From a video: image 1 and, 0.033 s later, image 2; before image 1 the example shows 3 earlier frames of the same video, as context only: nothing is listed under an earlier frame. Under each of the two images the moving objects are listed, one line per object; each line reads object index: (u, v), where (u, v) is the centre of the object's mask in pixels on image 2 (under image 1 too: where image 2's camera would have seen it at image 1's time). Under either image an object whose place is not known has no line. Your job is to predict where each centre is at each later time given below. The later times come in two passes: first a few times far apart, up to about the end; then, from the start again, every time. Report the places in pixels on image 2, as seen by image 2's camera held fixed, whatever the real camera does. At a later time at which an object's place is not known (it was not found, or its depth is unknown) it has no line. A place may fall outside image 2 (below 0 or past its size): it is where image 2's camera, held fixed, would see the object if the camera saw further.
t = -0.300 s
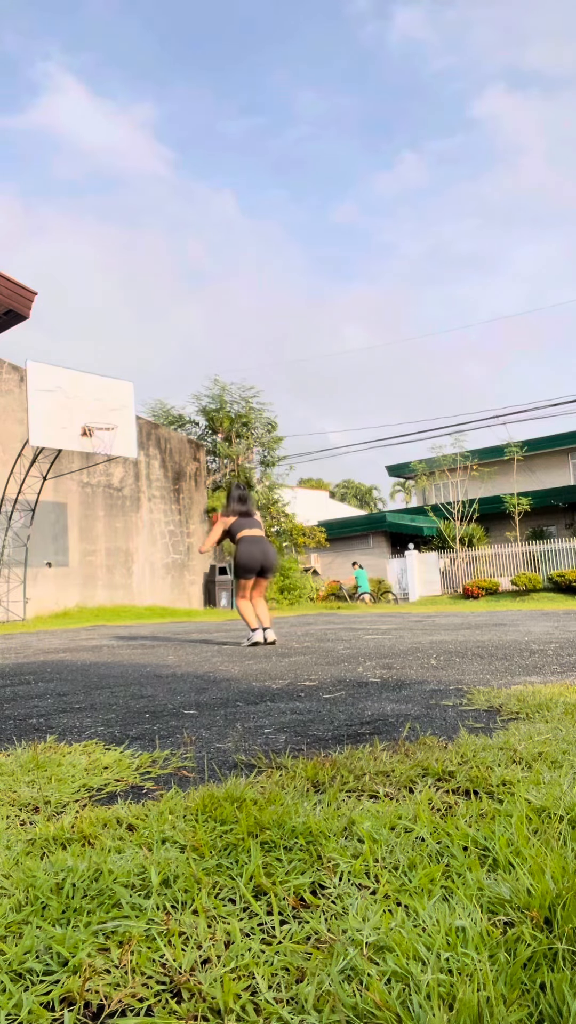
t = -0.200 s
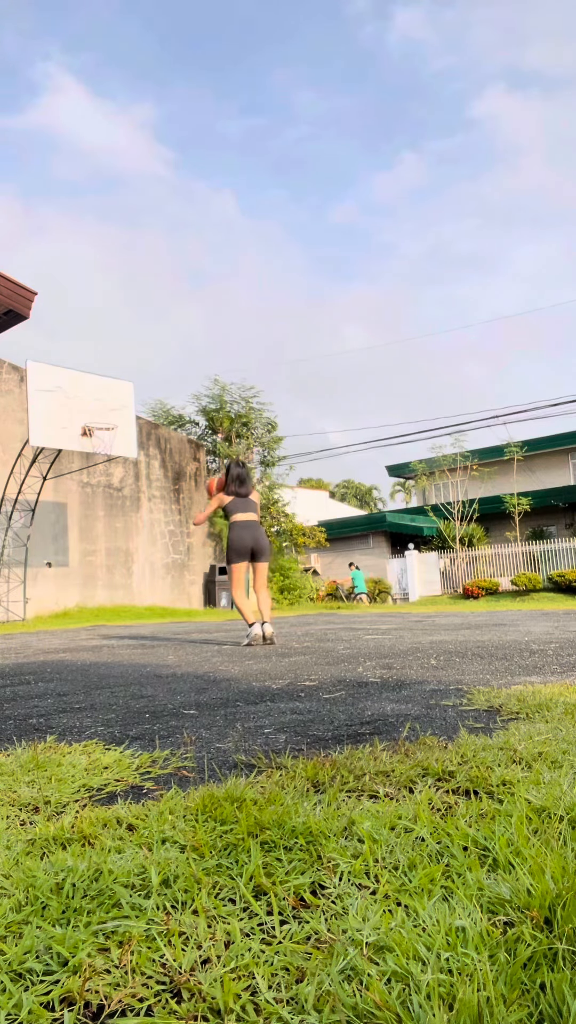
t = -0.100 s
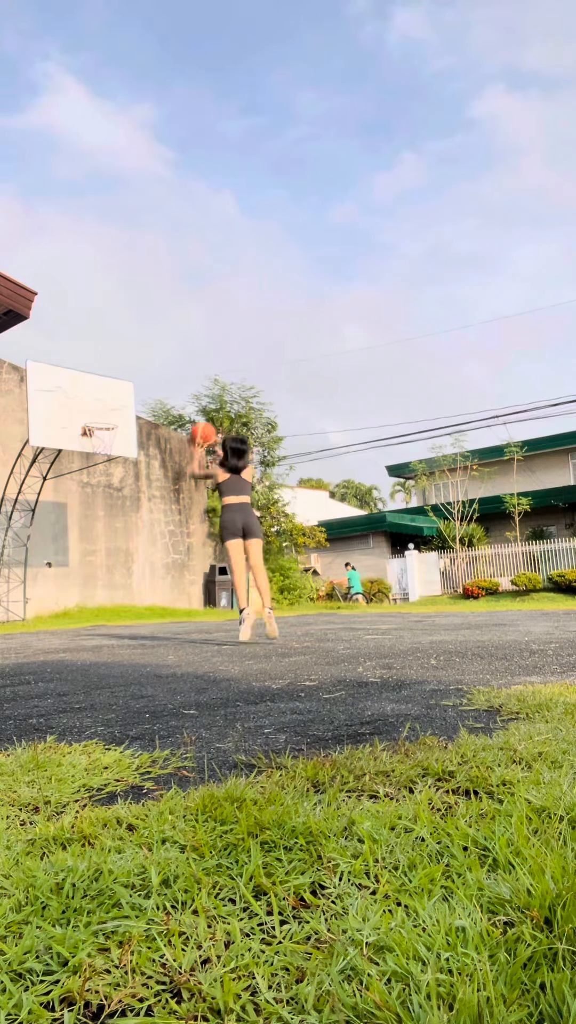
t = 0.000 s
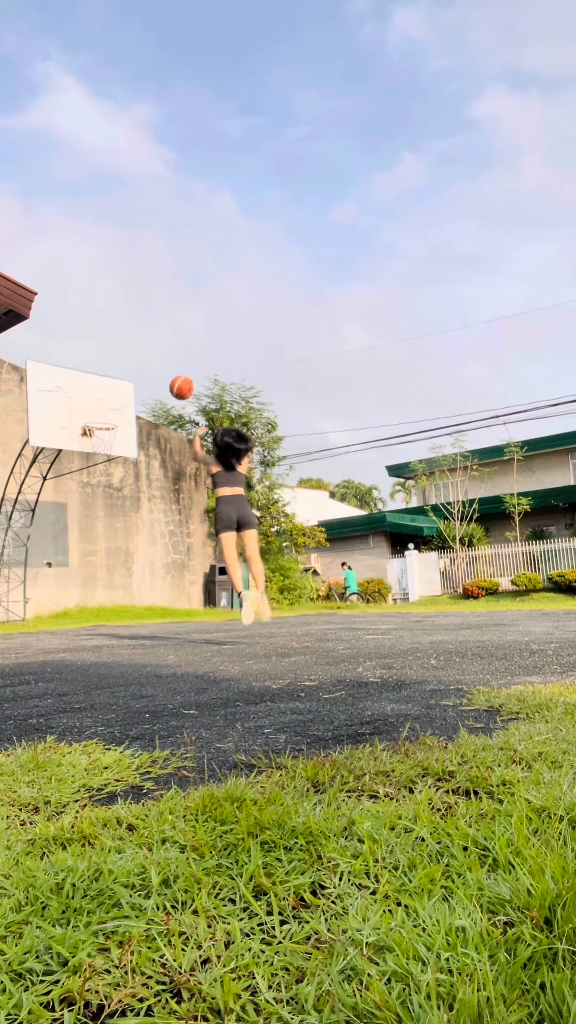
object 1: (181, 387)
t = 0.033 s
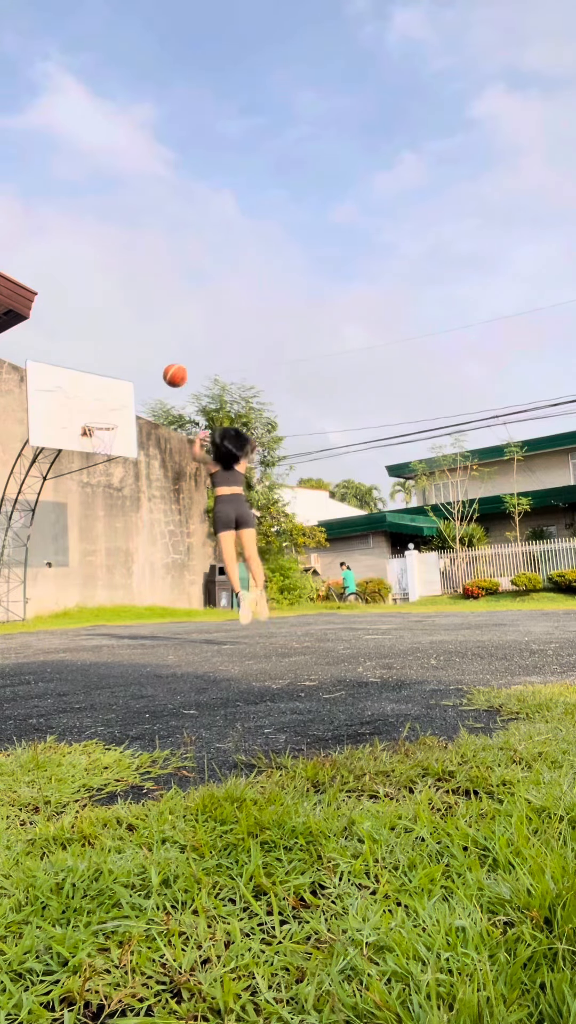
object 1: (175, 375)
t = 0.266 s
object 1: (137, 329)
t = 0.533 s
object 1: (107, 336)
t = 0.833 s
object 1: (81, 396)
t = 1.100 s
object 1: (106, 427)
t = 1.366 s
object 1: (89, 436)
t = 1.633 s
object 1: (101, 459)
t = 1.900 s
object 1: (117, 525)
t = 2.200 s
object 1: (134, 599)
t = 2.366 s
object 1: (138, 554)
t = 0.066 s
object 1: (169, 365)
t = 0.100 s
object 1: (163, 356)
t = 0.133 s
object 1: (157, 348)
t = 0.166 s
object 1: (152, 342)
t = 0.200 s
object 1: (147, 337)
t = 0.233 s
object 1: (142, 332)
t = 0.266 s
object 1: (137, 329)
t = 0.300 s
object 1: (133, 327)
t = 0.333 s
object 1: (129, 326)
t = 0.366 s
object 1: (125, 326)
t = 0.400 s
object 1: (121, 326)
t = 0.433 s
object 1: (117, 327)
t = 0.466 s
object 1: (114, 330)
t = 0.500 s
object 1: (110, 333)
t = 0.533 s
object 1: (107, 336)
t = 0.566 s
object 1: (104, 340)
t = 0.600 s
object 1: (101, 345)
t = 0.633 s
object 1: (98, 351)
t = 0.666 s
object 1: (95, 357)
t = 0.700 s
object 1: (92, 364)
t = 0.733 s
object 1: (89, 371)
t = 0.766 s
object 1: (86, 379)
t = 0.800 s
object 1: (84, 387)
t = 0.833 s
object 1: (81, 396)
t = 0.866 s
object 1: (79, 406)
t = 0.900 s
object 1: (80, 413)
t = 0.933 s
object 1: (88, 416)
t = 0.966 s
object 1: (95, 419)
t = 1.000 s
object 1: (102, 424)
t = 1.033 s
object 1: (105, 425)
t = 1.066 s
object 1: (109, 427)
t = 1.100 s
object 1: (106, 427)
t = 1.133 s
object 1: (102, 426)
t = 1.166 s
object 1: (98, 427)
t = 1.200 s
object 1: (96, 428)
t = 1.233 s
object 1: (93, 429)
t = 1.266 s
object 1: (90, 431)
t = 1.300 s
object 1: (89, 433)
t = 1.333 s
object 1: (89, 435)
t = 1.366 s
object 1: (89, 436)
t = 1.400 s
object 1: (89, 437)
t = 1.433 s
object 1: (90, 438)
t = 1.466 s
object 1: (92, 442)
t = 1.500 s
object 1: (94, 444)
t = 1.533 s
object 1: (95, 446)
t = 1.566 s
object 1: (97, 451)
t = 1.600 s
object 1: (99, 455)
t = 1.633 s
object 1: (101, 459)
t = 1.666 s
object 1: (103, 465)
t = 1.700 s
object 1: (105, 471)
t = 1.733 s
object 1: (108, 478)
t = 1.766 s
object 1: (110, 486)
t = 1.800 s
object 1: (111, 494)
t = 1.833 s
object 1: (112, 503)
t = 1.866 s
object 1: (114, 515)
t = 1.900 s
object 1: (117, 525)
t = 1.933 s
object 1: (119, 537)
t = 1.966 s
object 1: (121, 551)
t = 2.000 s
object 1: (124, 562)
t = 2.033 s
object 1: (126, 577)
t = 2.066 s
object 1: (128, 591)
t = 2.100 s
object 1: (129, 607)
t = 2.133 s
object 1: (132, 622)
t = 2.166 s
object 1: (133, 610)
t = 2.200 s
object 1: (134, 599)
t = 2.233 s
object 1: (135, 588)
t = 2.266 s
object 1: (135, 578)
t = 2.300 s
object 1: (136, 569)
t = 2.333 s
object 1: (137, 561)
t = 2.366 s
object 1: (138, 554)
